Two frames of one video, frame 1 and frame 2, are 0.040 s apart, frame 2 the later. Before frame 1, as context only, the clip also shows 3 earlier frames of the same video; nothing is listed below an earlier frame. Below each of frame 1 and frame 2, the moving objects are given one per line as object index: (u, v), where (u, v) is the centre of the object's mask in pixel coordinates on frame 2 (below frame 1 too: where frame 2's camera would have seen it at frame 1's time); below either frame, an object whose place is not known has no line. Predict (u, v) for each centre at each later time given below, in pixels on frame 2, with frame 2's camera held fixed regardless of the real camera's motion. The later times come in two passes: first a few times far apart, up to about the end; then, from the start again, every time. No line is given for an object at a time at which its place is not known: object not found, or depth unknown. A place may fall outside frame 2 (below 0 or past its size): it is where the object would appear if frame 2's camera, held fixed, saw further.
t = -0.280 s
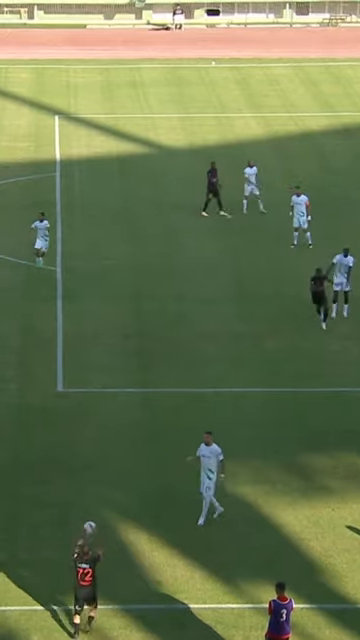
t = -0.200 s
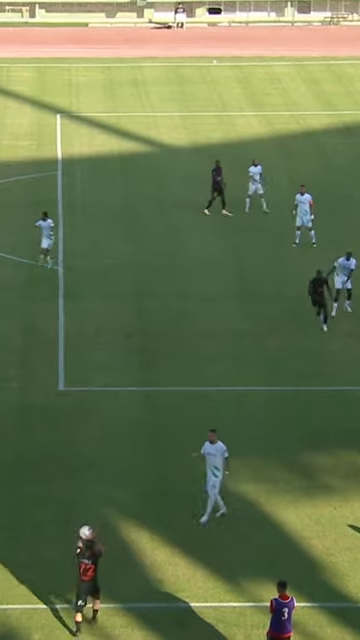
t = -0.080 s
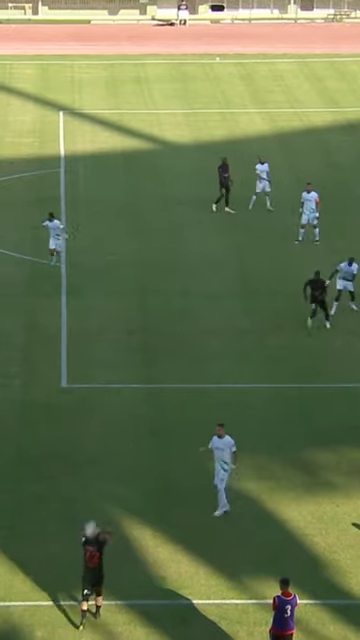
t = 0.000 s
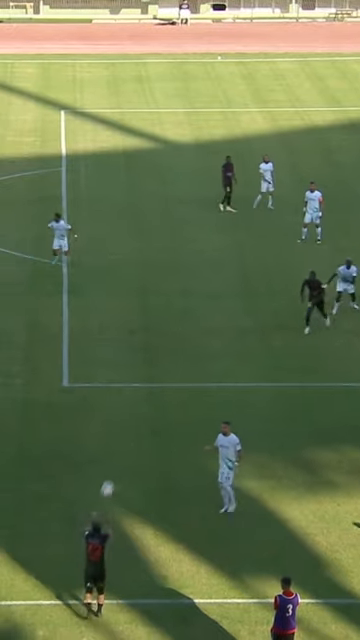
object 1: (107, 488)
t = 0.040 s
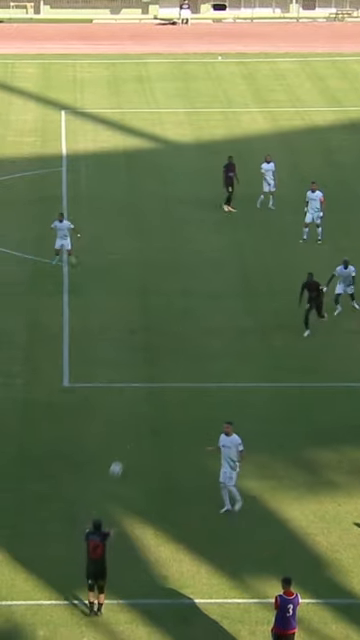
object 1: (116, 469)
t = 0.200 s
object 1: (145, 407)
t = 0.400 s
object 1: (177, 352)
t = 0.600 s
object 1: (206, 321)
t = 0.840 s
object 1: (236, 311)
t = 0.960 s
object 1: (249, 317)
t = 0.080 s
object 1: (123, 451)
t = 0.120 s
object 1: (131, 435)
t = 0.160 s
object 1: (138, 420)
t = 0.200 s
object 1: (145, 407)
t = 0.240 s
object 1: (152, 393)
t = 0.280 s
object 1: (159, 380)
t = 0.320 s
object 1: (165, 371)
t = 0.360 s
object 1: (171, 360)
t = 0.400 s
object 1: (177, 352)
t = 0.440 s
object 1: (182, 344)
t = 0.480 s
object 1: (189, 337)
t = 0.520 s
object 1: (194, 331)
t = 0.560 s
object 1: (200, 326)
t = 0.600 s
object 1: (206, 321)
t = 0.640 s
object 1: (211, 317)
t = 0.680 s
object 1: (216, 315)
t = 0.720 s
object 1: (221, 313)
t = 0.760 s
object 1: (226, 311)
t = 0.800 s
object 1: (231, 311)
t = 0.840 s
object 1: (236, 311)
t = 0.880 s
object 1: (240, 313)
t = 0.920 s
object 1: (244, 314)
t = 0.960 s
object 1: (249, 317)
